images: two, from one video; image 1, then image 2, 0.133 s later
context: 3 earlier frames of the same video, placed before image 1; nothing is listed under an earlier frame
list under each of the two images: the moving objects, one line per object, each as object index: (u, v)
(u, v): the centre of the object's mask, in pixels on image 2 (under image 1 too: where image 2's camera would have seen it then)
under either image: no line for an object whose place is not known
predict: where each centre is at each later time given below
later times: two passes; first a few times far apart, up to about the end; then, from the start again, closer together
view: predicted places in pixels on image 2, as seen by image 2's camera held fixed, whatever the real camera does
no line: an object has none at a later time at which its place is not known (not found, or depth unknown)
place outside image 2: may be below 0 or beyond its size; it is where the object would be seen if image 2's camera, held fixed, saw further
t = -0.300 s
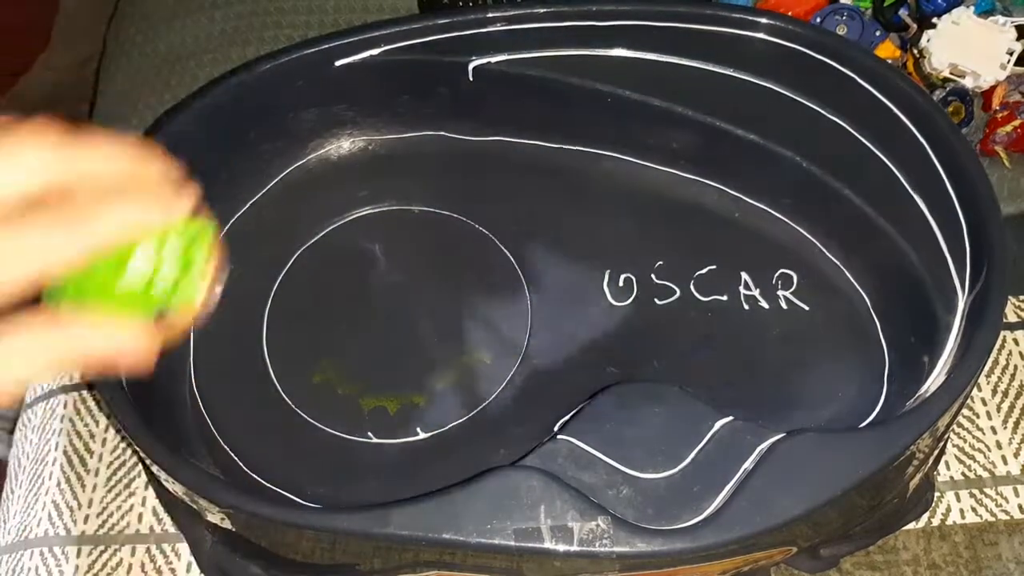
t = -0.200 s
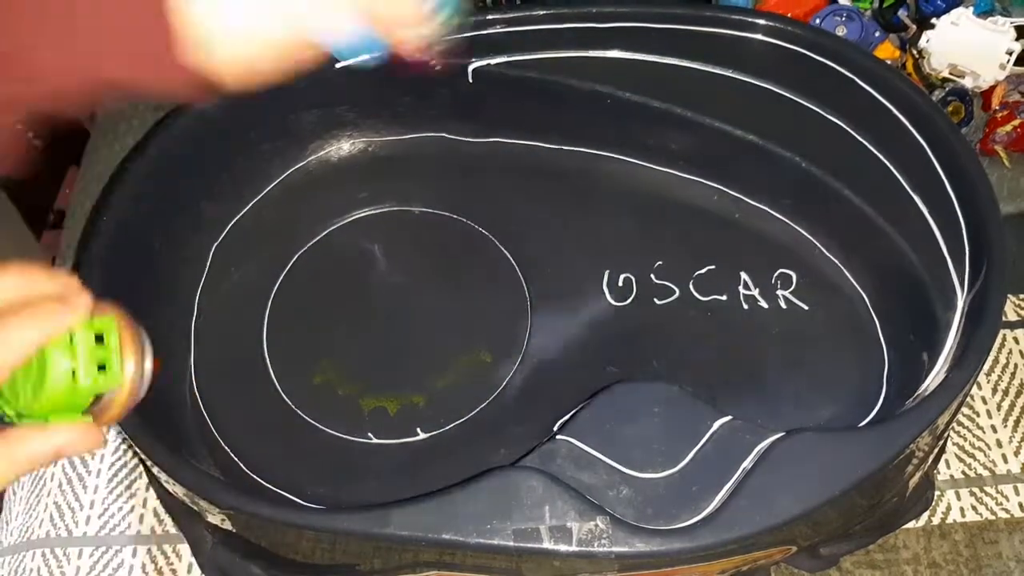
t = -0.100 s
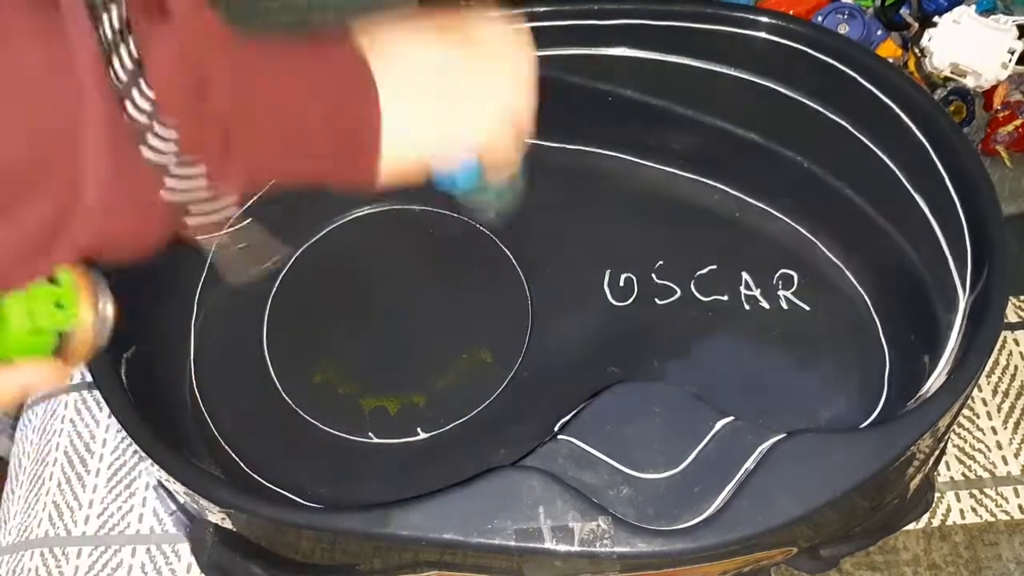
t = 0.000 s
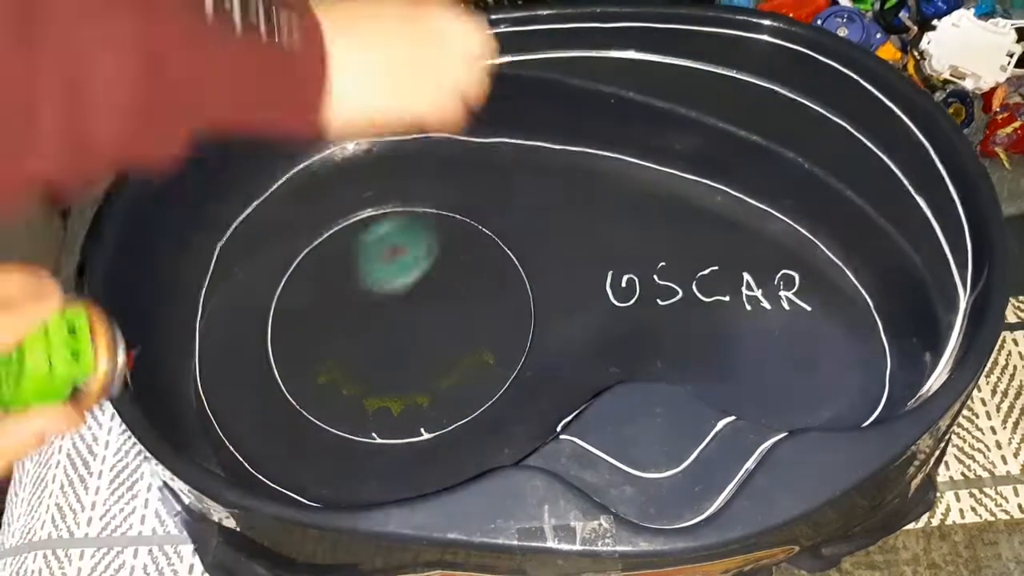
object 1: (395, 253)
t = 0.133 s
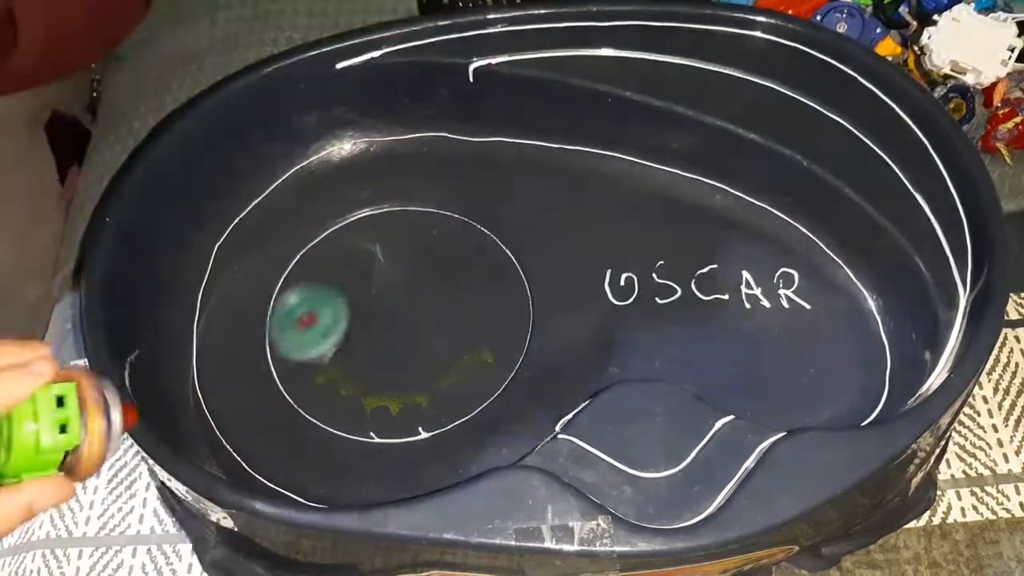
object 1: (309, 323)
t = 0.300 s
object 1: (366, 444)
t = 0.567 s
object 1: (545, 336)
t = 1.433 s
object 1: (460, 408)
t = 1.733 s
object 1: (403, 246)
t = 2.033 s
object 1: (296, 378)
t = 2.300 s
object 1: (394, 371)
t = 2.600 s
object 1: (379, 284)
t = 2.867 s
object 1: (326, 267)
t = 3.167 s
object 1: (302, 302)
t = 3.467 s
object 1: (344, 335)
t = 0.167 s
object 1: (305, 349)
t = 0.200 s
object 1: (304, 374)
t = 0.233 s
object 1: (310, 404)
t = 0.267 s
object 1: (335, 424)
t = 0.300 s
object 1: (366, 444)
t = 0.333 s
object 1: (401, 457)
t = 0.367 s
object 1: (435, 458)
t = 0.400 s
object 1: (464, 447)
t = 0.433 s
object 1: (490, 432)
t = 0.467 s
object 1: (510, 411)
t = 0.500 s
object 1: (527, 388)
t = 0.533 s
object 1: (537, 361)
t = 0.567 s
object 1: (545, 336)
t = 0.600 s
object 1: (544, 315)
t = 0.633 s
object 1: (536, 299)
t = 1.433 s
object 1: (460, 408)
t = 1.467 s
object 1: (479, 384)
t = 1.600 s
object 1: (474, 303)
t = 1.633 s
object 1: (460, 286)
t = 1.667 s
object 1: (443, 270)
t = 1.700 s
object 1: (424, 256)
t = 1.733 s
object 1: (403, 246)
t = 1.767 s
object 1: (383, 237)
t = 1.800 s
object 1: (361, 231)
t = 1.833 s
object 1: (333, 229)
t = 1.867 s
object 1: (306, 230)
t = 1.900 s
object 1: (282, 243)
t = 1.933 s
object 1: (267, 274)
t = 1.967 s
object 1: (265, 309)
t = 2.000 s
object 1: (282, 348)
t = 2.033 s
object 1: (296, 378)
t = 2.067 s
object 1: (305, 396)
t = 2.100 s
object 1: (324, 406)
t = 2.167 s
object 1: (355, 406)
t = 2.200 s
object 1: (368, 399)
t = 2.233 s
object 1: (378, 391)
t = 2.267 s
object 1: (387, 382)
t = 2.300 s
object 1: (394, 371)
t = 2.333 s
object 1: (399, 361)
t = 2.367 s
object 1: (401, 350)
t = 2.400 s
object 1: (403, 338)
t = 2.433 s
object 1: (402, 327)
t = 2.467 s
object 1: (400, 317)
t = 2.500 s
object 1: (396, 308)
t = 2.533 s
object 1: (392, 299)
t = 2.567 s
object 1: (386, 291)
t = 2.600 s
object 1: (379, 284)
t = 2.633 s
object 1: (372, 278)
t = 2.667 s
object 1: (365, 273)
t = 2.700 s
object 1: (358, 270)
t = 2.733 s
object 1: (352, 267)
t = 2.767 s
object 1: (345, 265)
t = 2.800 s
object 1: (339, 266)
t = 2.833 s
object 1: (333, 266)
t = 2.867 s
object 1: (326, 267)
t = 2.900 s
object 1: (321, 269)
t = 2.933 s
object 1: (316, 272)
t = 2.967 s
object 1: (311, 275)
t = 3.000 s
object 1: (307, 278)
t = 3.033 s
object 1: (304, 283)
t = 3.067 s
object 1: (303, 287)
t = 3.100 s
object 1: (301, 292)
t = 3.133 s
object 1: (301, 297)
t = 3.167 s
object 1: (302, 302)
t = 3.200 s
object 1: (303, 307)
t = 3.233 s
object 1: (305, 311)
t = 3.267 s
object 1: (309, 316)
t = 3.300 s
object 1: (313, 319)
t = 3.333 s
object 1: (318, 323)
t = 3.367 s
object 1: (323, 326)
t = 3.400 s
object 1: (330, 329)
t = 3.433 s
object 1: (336, 332)
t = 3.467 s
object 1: (344, 335)
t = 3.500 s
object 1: (352, 337)
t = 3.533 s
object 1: (360, 338)
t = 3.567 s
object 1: (368, 337)
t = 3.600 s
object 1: (377, 336)
